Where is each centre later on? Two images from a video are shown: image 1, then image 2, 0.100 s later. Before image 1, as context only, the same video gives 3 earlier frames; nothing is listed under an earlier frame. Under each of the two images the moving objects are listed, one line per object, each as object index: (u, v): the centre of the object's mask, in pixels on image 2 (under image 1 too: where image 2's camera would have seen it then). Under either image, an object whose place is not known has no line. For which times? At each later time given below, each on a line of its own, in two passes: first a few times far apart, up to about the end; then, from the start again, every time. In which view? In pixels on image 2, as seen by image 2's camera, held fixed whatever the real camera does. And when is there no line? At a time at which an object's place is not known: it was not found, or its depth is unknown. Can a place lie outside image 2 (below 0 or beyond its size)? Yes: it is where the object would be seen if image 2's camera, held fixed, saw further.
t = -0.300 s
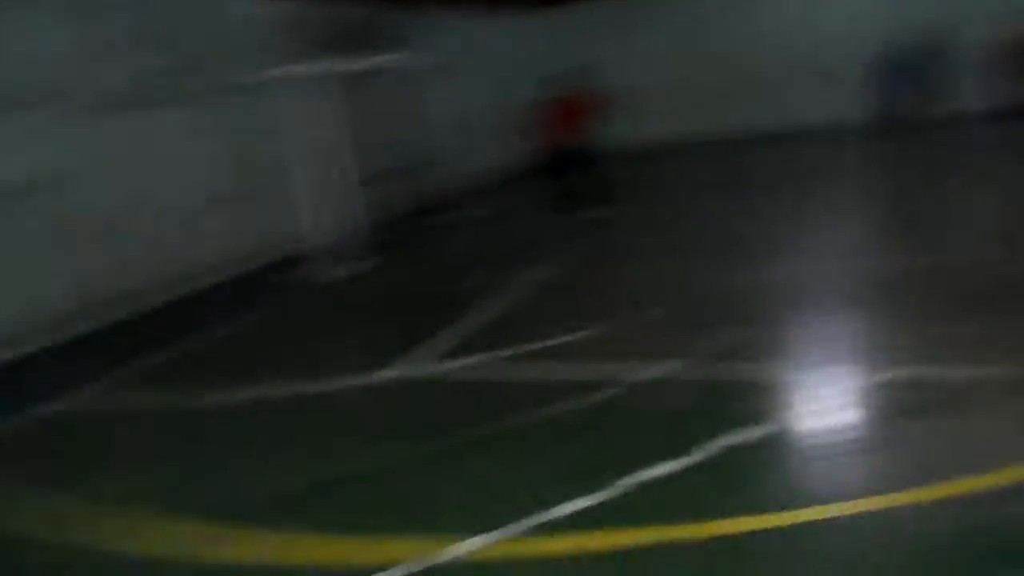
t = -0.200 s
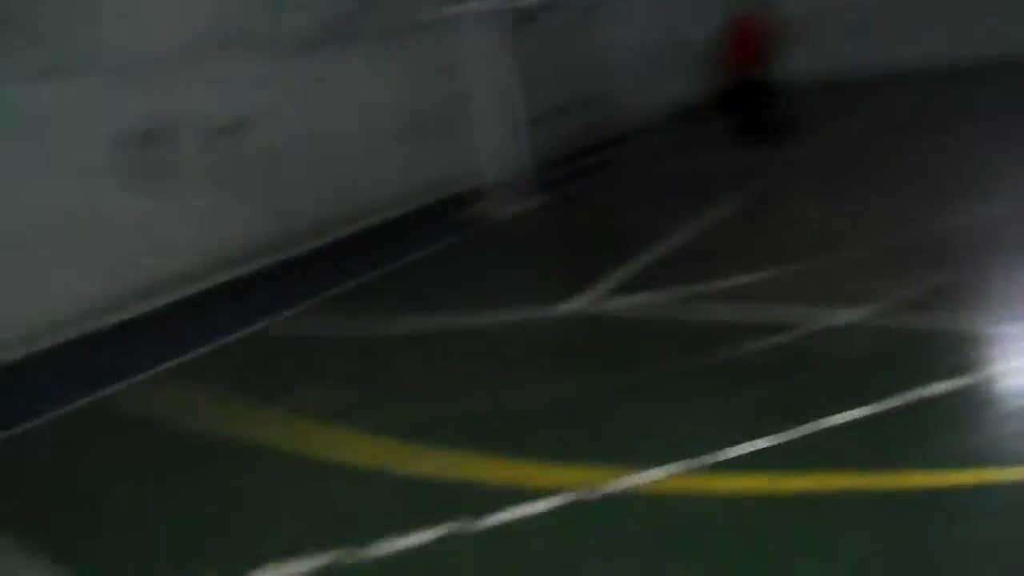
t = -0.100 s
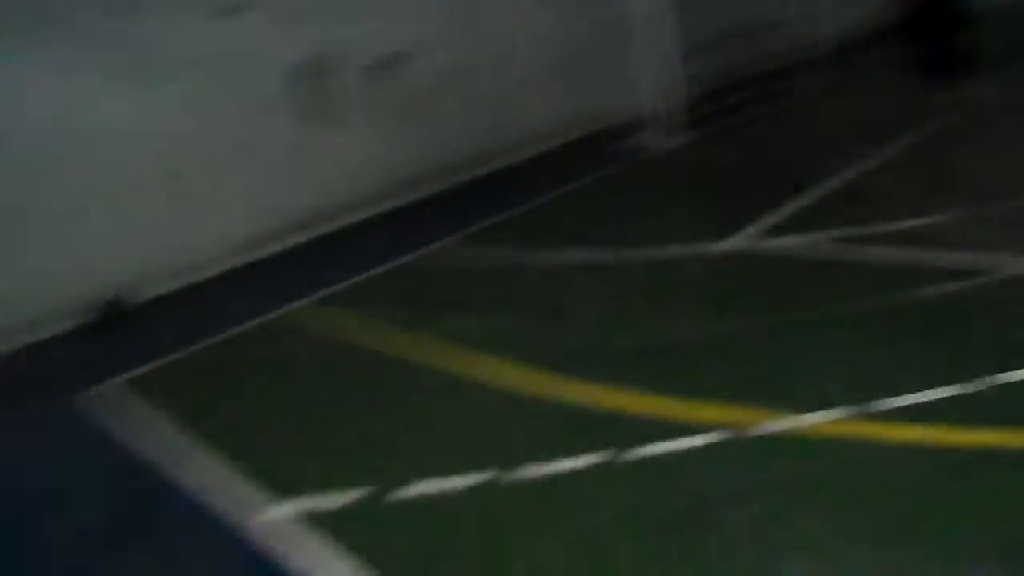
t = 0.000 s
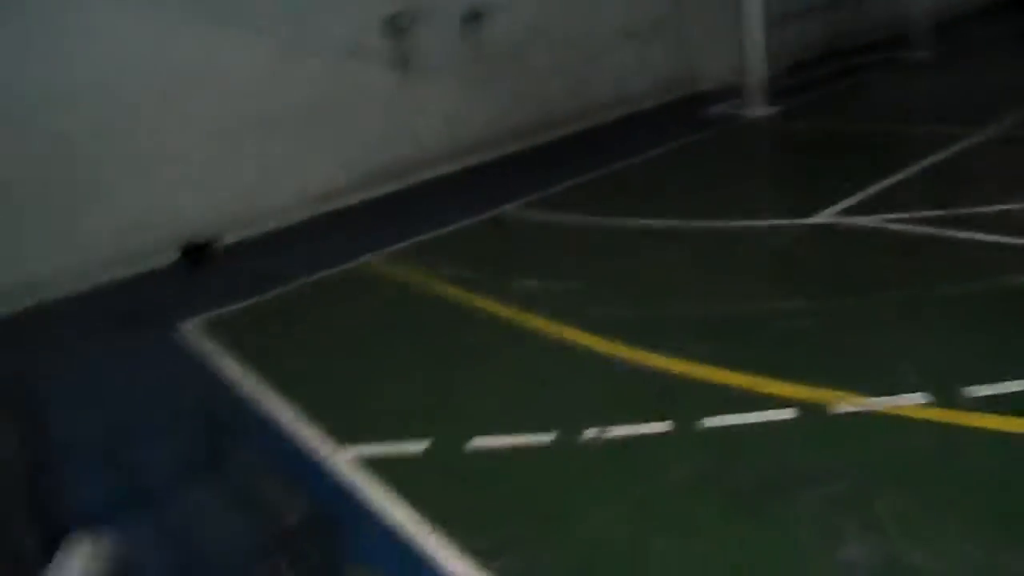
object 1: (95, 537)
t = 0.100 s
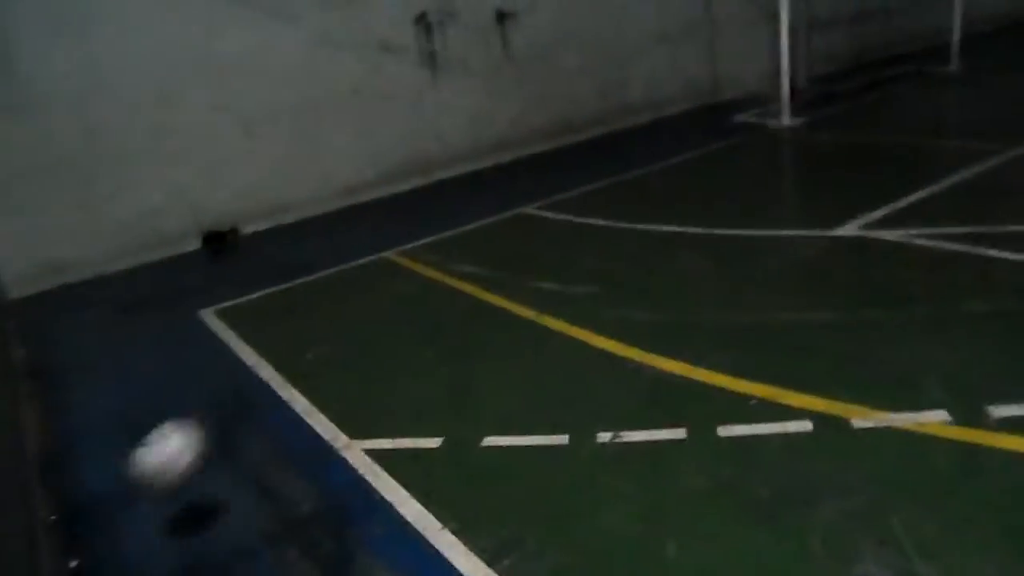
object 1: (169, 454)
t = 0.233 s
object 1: (261, 379)
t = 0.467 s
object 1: (376, 350)
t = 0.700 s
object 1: (400, 320)
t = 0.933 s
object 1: (416, 295)
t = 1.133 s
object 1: (430, 274)
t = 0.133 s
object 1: (193, 430)
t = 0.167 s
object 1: (217, 410)
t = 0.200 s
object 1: (238, 393)
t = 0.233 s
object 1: (261, 379)
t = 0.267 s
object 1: (283, 370)
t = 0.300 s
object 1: (306, 364)
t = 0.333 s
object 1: (323, 361)
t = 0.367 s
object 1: (341, 361)
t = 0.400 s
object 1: (359, 363)
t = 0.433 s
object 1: (372, 360)
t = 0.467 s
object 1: (376, 350)
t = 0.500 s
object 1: (379, 342)
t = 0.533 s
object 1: (382, 335)
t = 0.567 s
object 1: (386, 331)
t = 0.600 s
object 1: (390, 329)
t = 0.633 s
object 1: (395, 328)
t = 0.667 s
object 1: (398, 325)
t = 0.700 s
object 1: (400, 320)
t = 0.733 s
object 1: (403, 316)
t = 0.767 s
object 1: (405, 313)
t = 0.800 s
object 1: (407, 309)
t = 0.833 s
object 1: (409, 306)
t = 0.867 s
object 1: (411, 302)
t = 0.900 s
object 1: (414, 299)
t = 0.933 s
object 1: (416, 295)
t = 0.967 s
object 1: (419, 290)
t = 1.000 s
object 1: (421, 287)
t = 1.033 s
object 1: (423, 284)
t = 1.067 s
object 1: (425, 280)
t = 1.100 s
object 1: (427, 277)
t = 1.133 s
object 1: (430, 274)
